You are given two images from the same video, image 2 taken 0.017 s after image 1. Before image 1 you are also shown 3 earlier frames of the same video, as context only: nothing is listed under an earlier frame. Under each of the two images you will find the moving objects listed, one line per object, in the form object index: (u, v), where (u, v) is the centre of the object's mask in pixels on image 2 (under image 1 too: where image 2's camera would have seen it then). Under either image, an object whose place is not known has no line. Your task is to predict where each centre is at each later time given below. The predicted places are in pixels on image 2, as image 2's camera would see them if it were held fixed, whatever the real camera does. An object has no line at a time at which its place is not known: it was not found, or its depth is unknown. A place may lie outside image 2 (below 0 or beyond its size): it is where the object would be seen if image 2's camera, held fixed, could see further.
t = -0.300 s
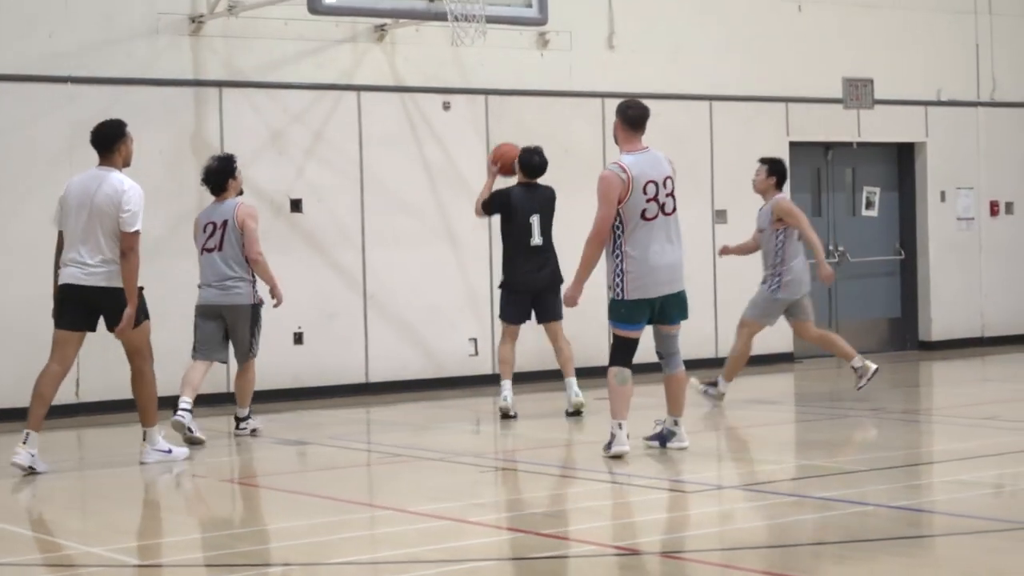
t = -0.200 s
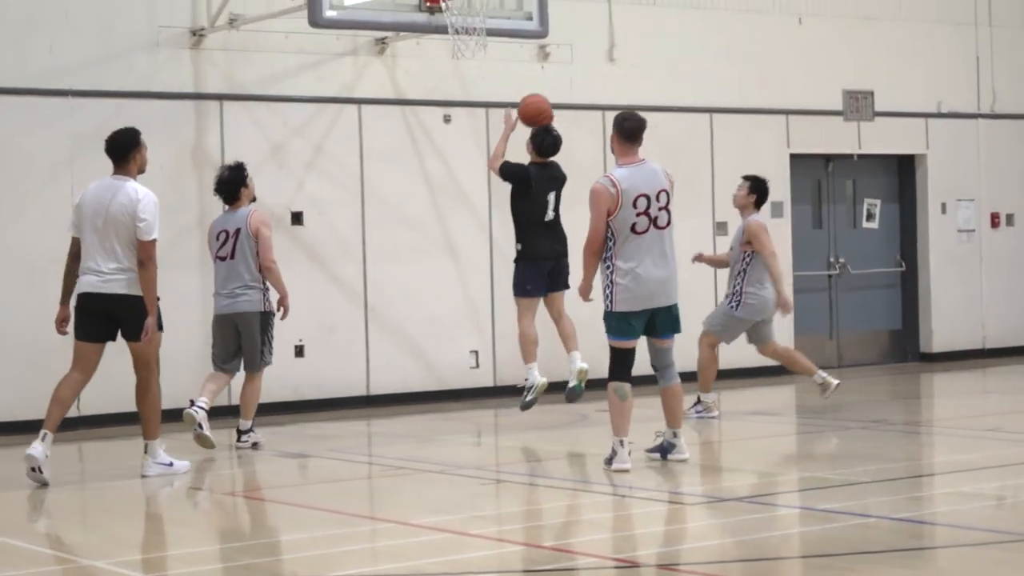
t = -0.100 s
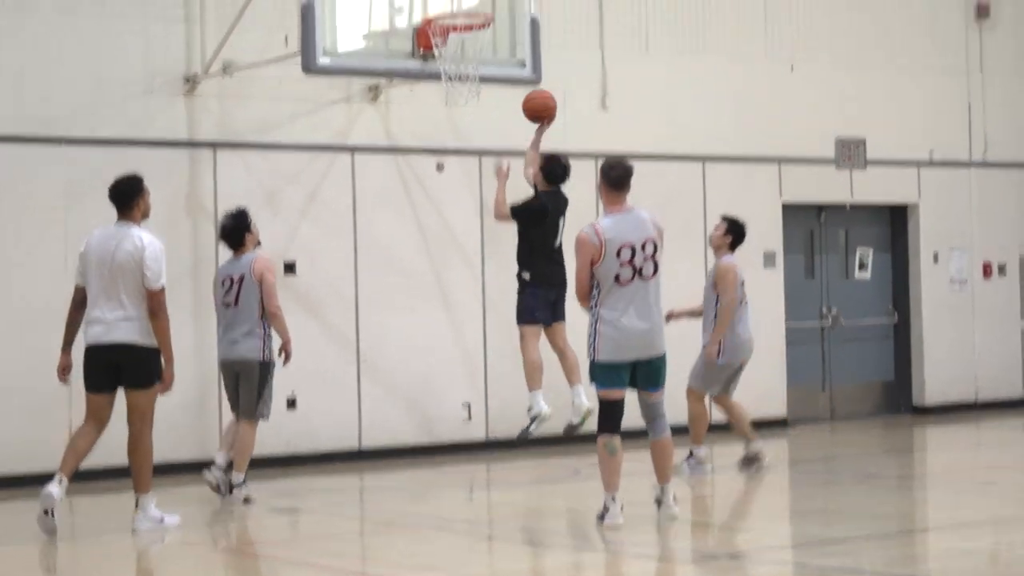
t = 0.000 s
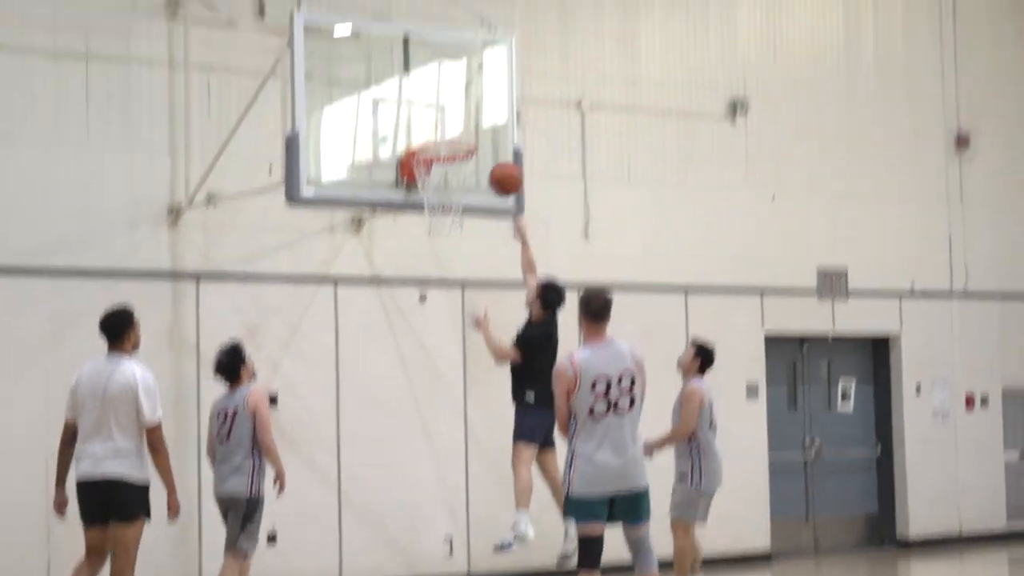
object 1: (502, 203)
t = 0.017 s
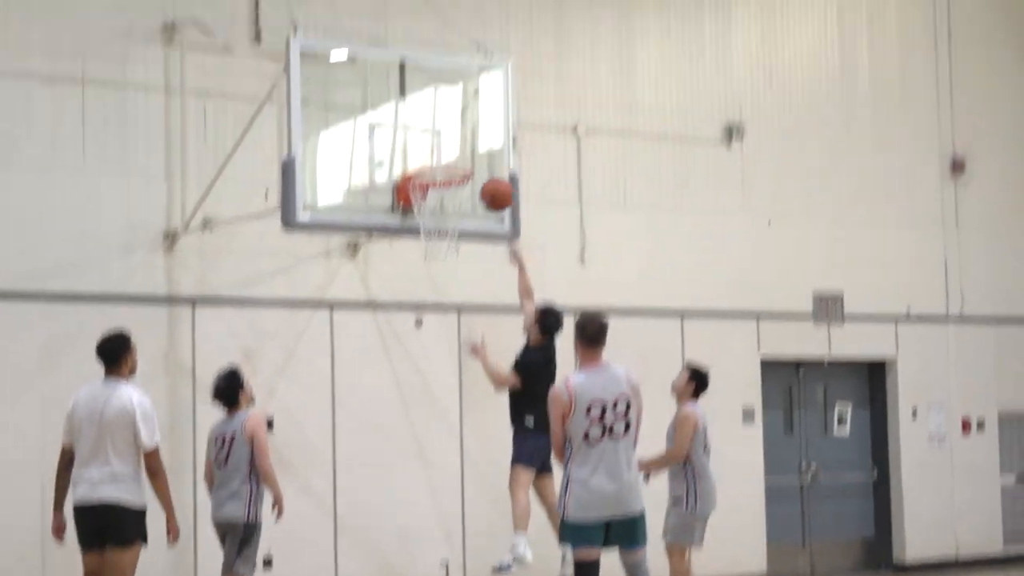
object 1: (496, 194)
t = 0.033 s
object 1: (492, 185)
